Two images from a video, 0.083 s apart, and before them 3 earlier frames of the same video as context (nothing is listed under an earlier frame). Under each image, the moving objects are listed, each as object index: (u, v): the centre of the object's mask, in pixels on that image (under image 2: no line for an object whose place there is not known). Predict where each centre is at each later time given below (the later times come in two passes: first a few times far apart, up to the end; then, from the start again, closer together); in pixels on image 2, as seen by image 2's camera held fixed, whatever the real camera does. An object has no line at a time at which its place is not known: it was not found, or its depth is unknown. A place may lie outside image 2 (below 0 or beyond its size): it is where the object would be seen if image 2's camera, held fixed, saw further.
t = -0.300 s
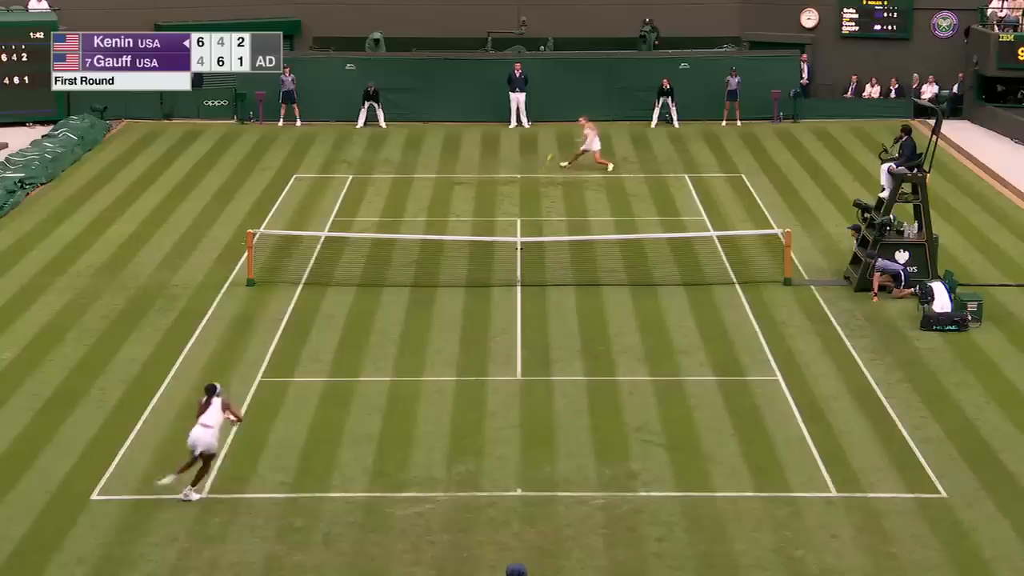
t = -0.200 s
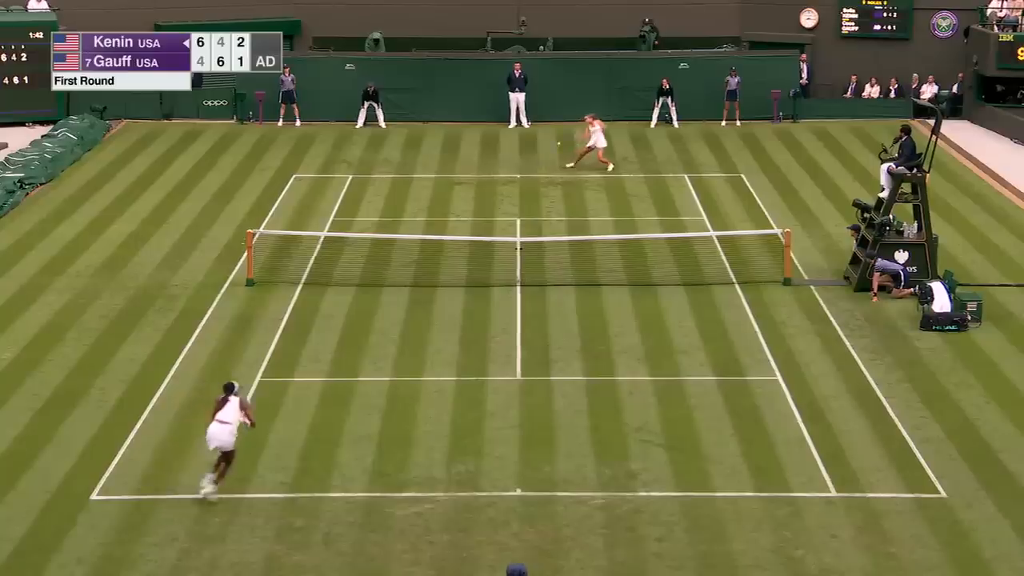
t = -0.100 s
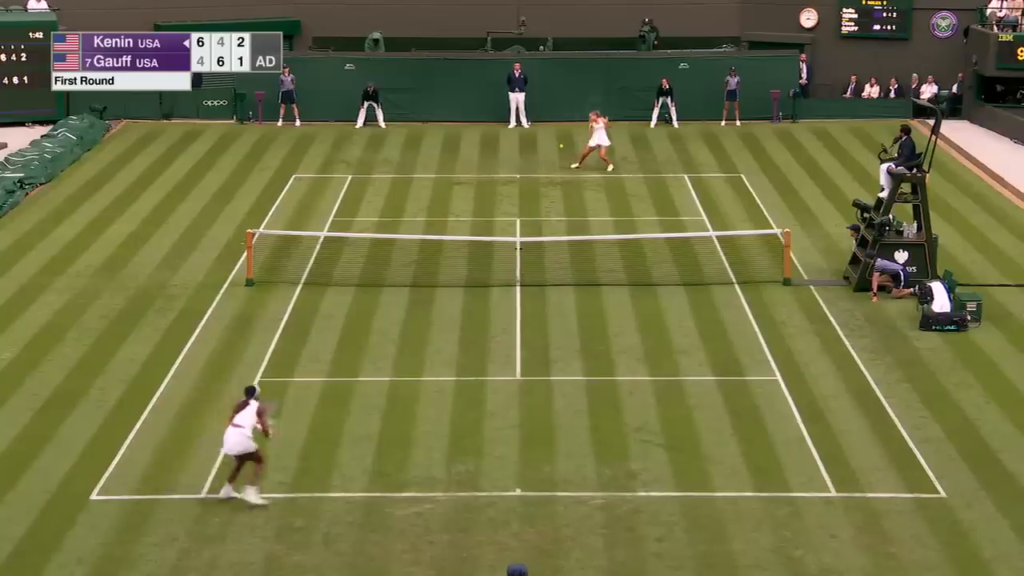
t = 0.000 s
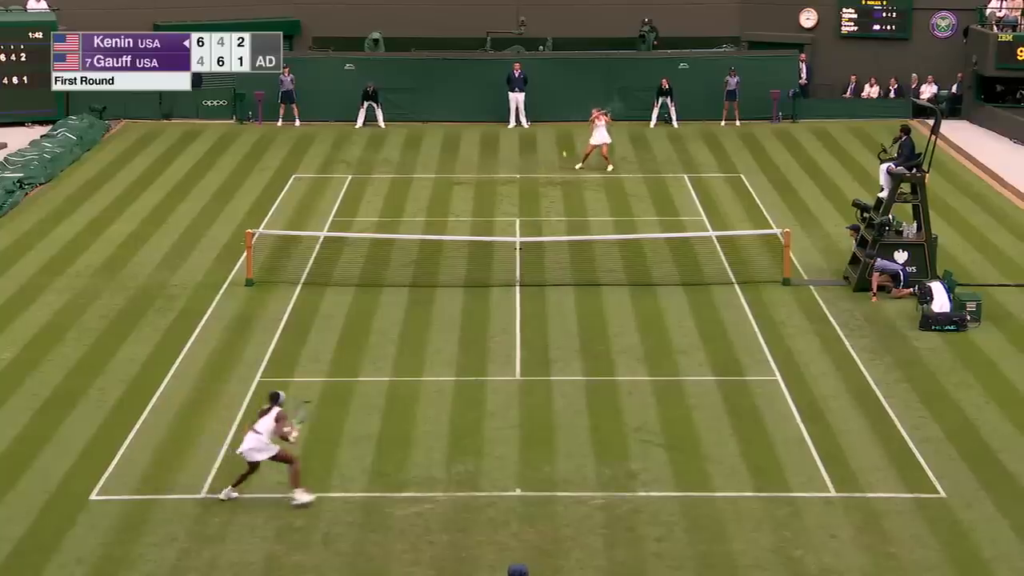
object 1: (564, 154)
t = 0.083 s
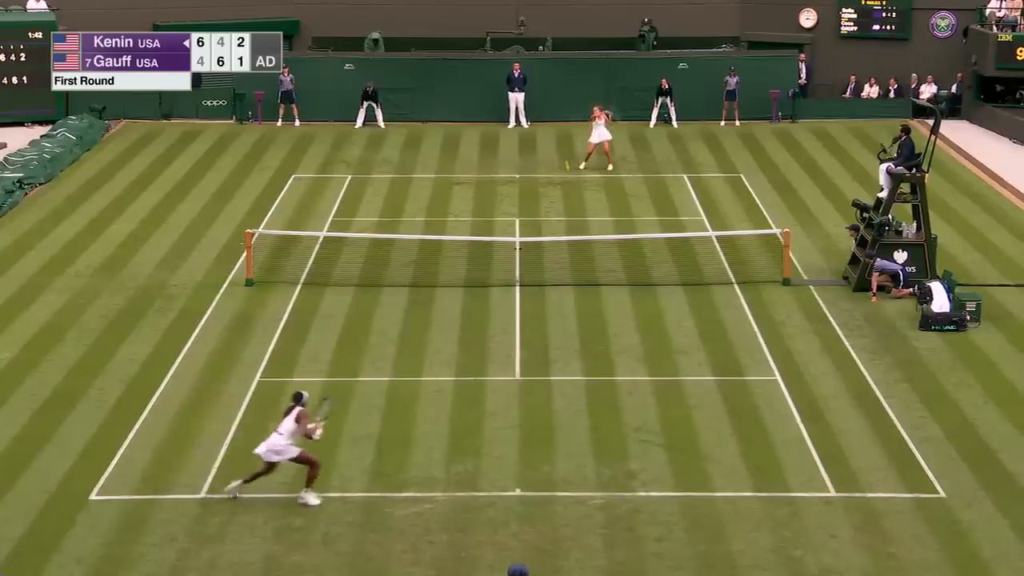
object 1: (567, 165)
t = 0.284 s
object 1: (575, 211)
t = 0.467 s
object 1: (585, 280)
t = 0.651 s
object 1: (599, 378)
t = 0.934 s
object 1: (621, 454)
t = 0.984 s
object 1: (625, 460)
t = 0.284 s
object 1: (575, 211)
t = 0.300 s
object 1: (576, 215)
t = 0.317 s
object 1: (576, 223)
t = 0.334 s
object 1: (577, 225)
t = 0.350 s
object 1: (578, 231)
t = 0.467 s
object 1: (585, 280)
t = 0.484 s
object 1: (586, 285)
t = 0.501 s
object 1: (587, 295)
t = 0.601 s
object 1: (595, 348)
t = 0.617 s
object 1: (596, 358)
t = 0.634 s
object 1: (597, 365)
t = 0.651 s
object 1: (599, 378)
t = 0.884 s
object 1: (617, 450)
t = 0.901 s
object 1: (618, 451)
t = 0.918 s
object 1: (619, 453)
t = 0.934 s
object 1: (621, 454)
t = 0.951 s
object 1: (622, 456)
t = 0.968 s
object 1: (623, 458)
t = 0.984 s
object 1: (625, 460)
